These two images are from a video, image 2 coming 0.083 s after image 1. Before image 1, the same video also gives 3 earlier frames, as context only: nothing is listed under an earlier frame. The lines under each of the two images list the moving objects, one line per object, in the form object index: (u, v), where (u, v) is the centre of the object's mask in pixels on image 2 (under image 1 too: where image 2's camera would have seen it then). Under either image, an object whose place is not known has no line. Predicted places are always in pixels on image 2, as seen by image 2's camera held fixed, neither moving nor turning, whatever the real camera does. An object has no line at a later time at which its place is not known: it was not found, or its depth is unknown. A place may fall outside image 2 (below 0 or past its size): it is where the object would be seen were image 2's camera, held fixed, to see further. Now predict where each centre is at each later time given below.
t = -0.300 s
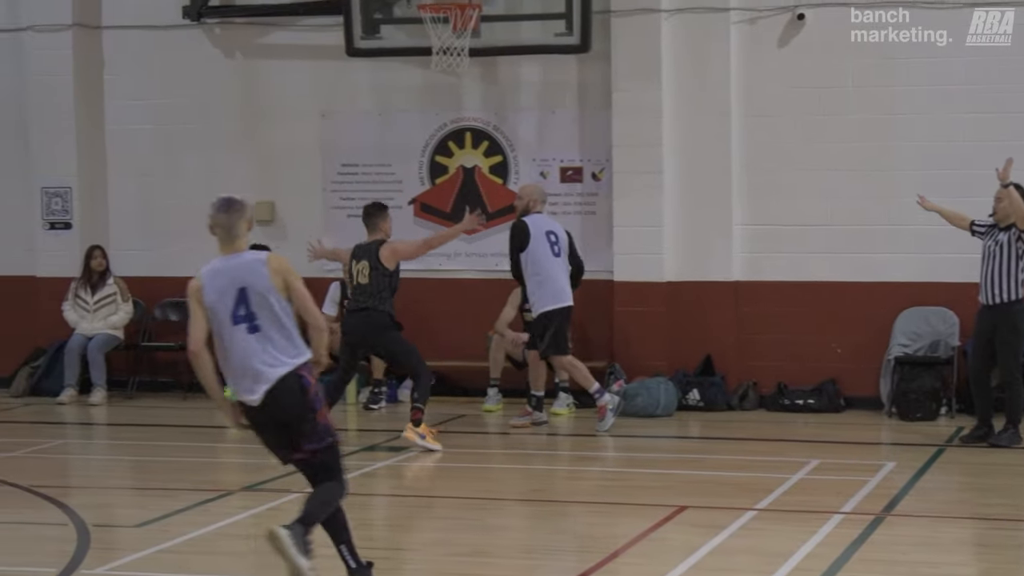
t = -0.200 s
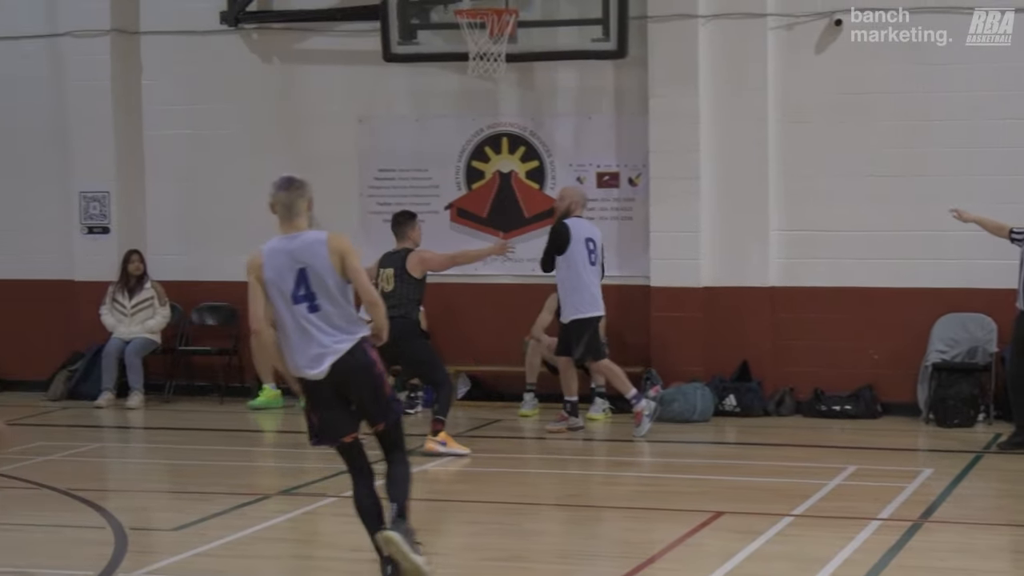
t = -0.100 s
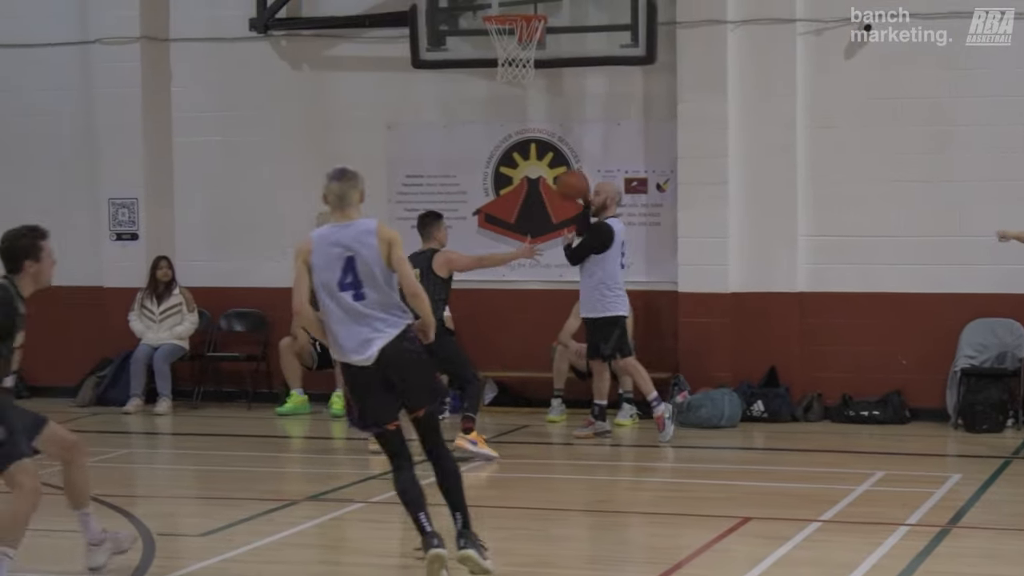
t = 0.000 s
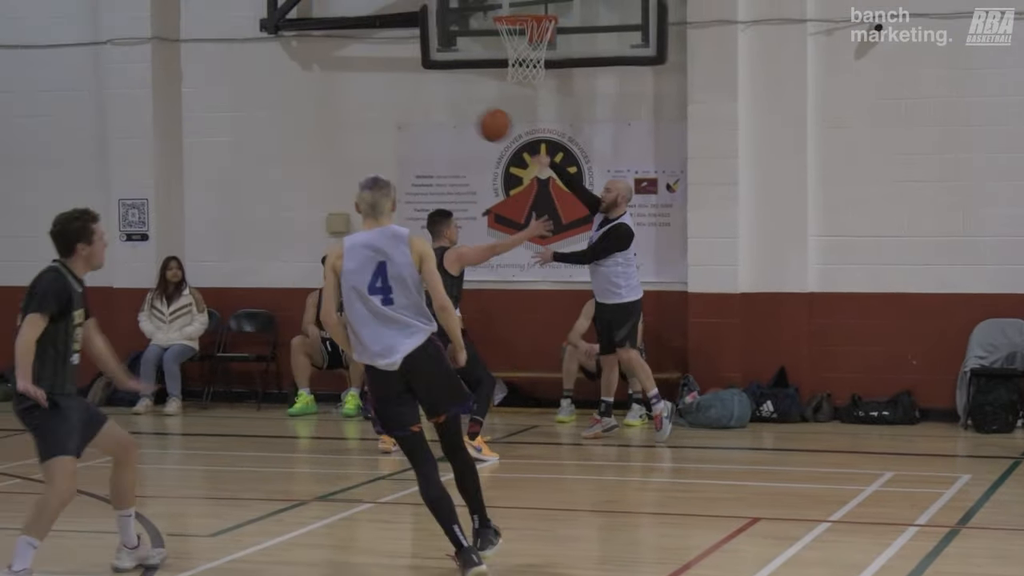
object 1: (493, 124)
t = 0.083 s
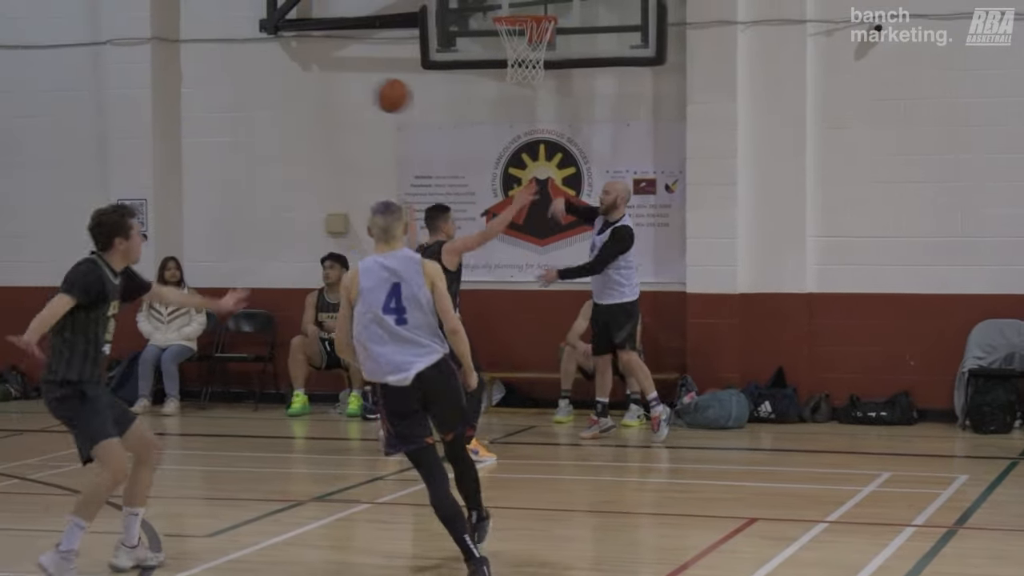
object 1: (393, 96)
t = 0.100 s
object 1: (372, 90)
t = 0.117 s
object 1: (351, 86)
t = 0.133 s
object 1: (329, 82)
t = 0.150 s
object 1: (308, 77)
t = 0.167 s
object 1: (285, 74)
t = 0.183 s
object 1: (262, 71)
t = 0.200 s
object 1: (239, 68)
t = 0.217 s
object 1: (217, 65)
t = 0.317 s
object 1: (65, 56)
